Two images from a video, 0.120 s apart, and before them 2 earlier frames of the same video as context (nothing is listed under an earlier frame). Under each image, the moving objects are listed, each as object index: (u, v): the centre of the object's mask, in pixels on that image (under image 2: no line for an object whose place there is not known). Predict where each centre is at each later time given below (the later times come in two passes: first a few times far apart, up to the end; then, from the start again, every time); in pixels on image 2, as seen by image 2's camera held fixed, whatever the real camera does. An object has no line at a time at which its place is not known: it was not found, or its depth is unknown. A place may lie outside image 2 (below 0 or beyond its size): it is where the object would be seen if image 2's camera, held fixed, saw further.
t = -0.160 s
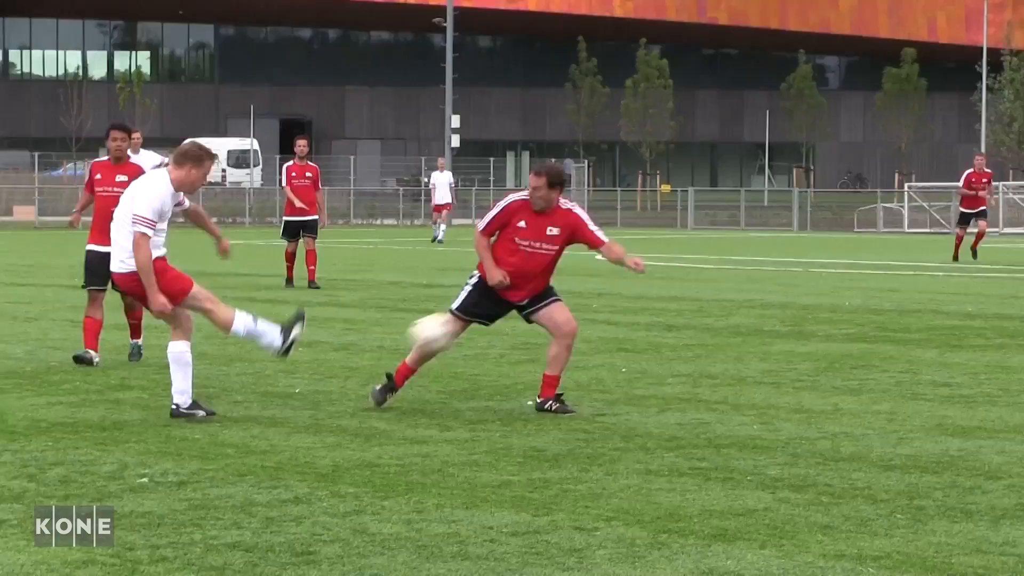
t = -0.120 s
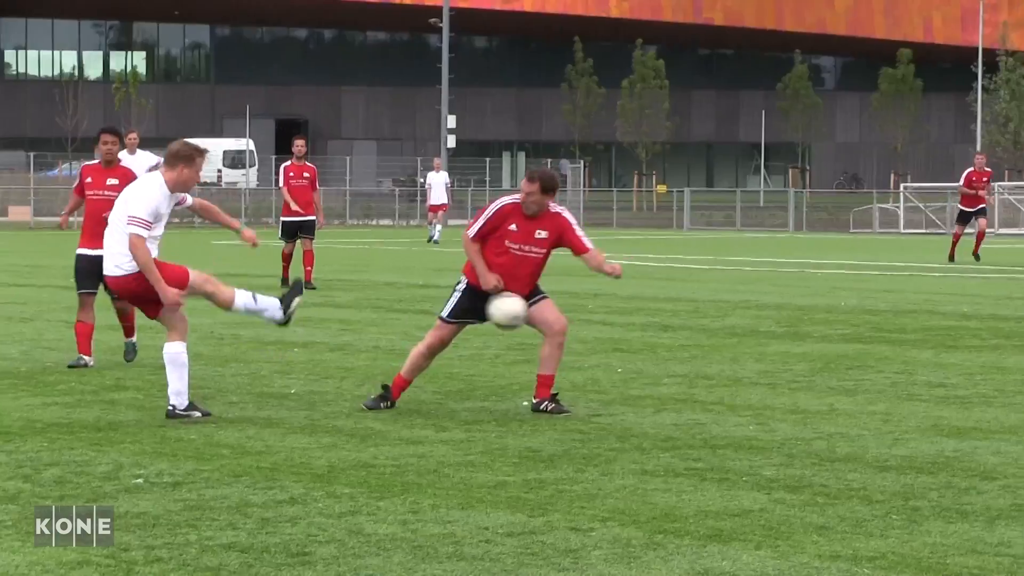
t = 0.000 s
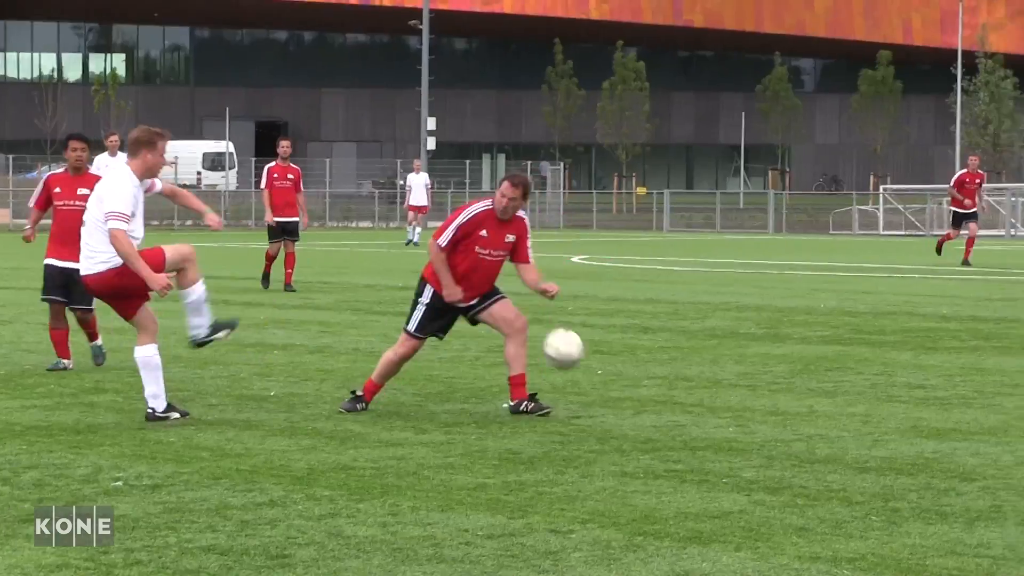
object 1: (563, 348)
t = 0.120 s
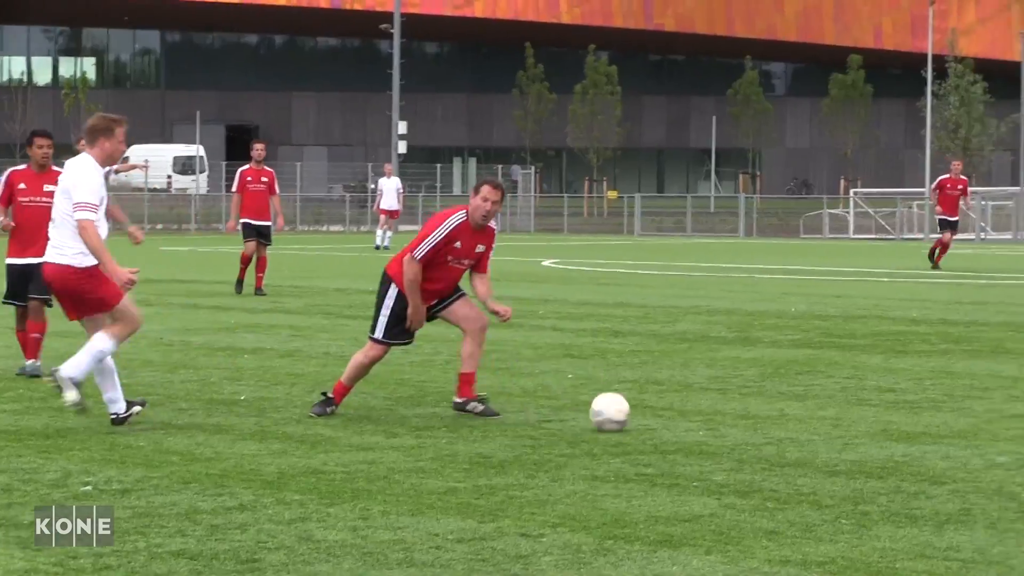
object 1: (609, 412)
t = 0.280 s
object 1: (654, 369)
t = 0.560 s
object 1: (738, 402)
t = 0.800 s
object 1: (804, 401)
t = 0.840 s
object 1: (815, 403)
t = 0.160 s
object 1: (621, 397)
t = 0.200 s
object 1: (632, 385)
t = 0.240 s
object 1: (643, 376)
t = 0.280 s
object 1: (654, 369)
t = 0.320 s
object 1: (666, 364)
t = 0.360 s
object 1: (677, 363)
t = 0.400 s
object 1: (690, 365)
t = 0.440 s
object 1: (702, 369)
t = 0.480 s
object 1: (713, 377)
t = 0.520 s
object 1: (725, 389)
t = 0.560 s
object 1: (738, 402)
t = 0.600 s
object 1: (749, 419)
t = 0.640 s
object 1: (761, 426)
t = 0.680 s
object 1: (771, 415)
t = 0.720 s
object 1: (782, 407)
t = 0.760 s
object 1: (793, 403)
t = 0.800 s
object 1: (804, 401)
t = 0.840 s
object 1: (815, 403)
